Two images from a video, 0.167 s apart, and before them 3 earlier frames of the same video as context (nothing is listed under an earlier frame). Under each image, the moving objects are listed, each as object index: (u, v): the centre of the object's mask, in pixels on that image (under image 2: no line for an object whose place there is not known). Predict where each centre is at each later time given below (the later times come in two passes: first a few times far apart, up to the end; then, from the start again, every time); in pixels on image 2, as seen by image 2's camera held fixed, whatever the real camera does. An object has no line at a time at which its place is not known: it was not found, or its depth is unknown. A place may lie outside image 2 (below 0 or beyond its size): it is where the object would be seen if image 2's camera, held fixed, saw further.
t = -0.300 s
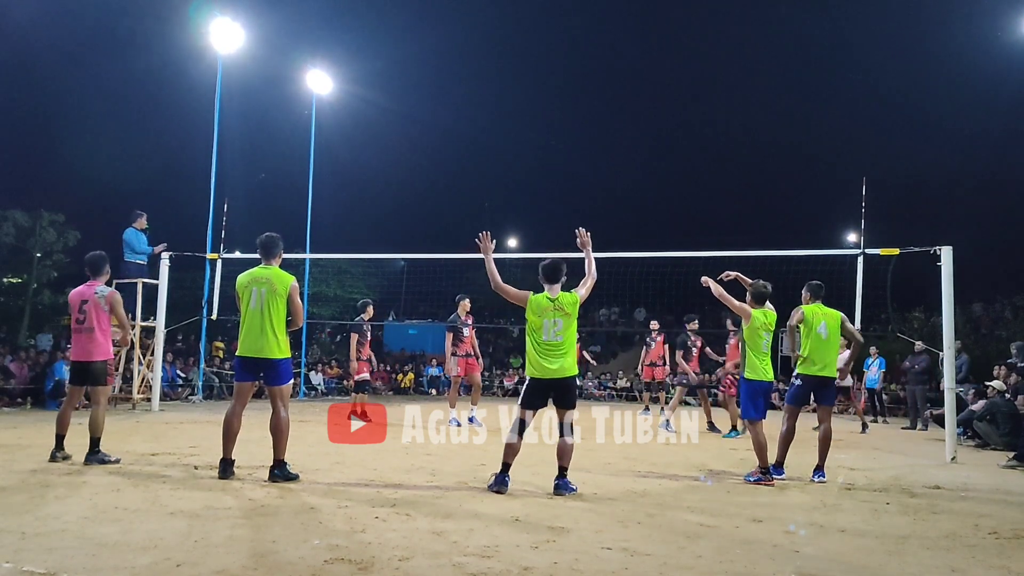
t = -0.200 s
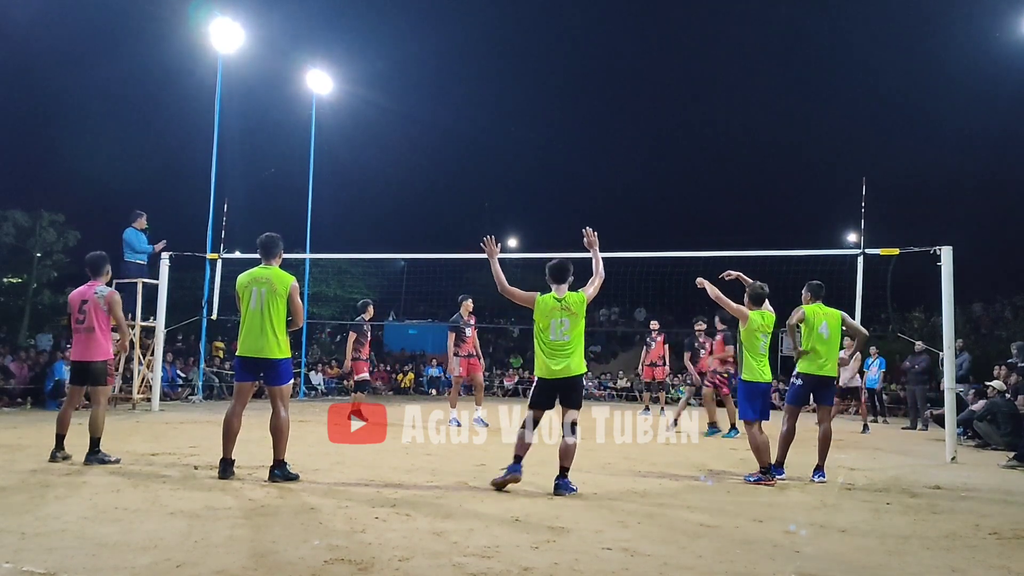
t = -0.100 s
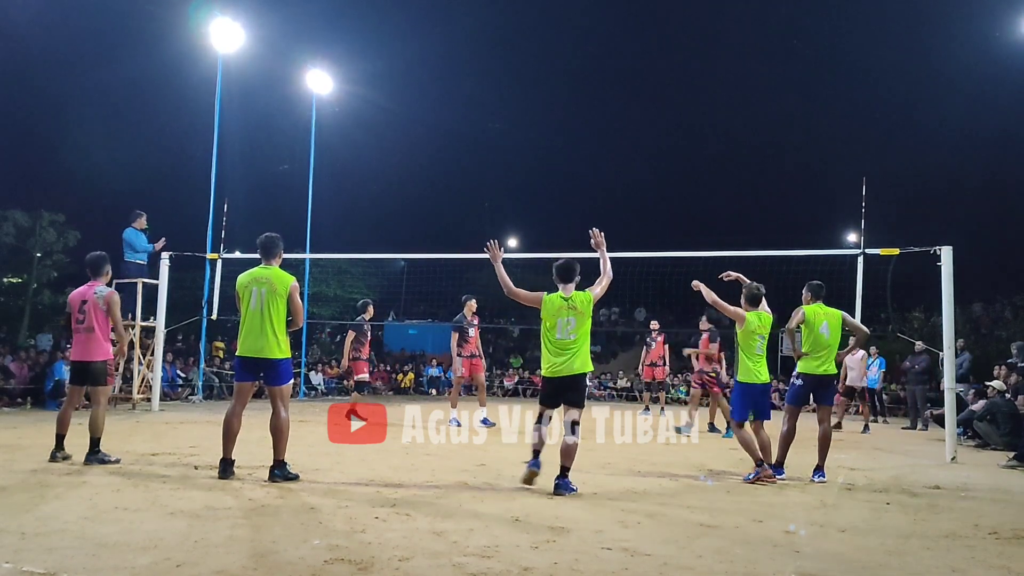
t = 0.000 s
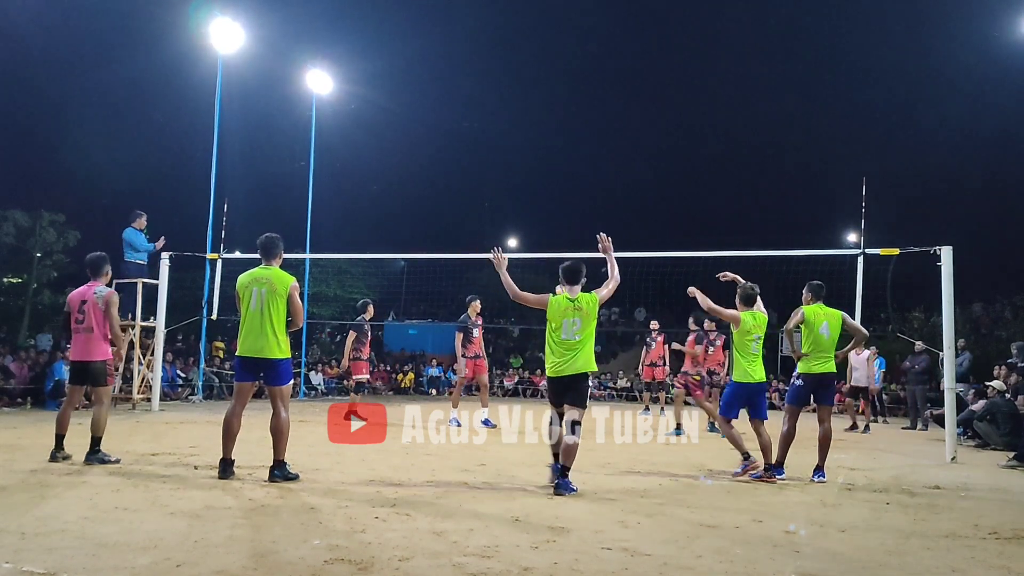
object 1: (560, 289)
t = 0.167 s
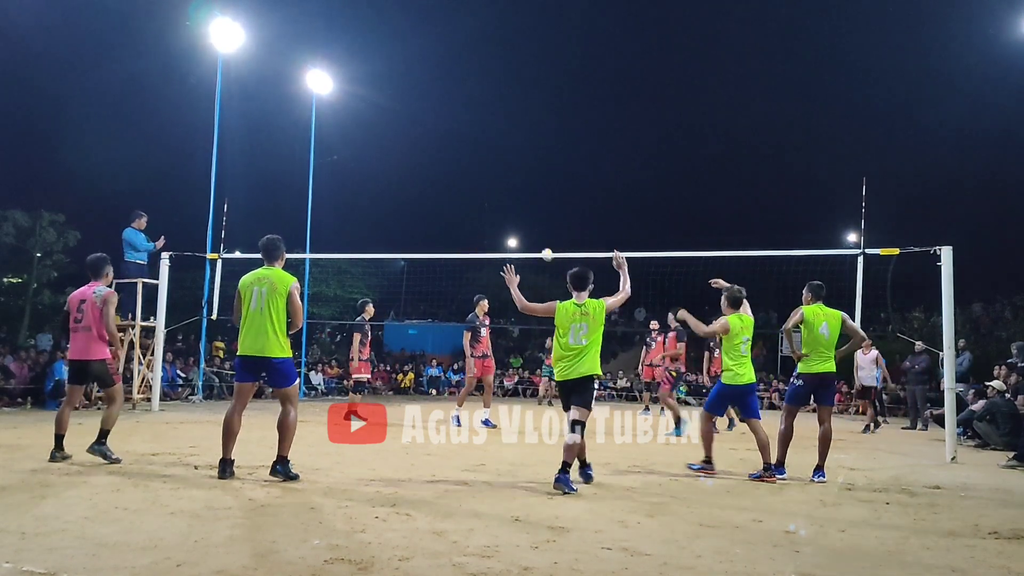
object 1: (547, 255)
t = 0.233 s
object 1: (542, 242)
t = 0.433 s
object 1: (523, 213)
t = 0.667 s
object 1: (495, 203)
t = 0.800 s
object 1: (473, 213)
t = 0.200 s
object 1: (544, 248)
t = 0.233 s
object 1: (542, 242)
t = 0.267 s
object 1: (539, 237)
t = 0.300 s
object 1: (536, 231)
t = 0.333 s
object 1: (533, 226)
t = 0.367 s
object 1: (529, 222)
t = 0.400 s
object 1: (526, 217)
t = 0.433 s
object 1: (523, 213)
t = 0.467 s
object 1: (519, 210)
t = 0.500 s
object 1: (516, 207)
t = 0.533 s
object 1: (512, 205)
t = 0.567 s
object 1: (508, 203)
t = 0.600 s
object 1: (505, 202)
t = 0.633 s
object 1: (500, 202)
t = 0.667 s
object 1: (495, 203)
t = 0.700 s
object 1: (491, 204)
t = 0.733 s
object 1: (485, 206)
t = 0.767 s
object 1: (479, 209)
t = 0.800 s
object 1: (473, 213)
